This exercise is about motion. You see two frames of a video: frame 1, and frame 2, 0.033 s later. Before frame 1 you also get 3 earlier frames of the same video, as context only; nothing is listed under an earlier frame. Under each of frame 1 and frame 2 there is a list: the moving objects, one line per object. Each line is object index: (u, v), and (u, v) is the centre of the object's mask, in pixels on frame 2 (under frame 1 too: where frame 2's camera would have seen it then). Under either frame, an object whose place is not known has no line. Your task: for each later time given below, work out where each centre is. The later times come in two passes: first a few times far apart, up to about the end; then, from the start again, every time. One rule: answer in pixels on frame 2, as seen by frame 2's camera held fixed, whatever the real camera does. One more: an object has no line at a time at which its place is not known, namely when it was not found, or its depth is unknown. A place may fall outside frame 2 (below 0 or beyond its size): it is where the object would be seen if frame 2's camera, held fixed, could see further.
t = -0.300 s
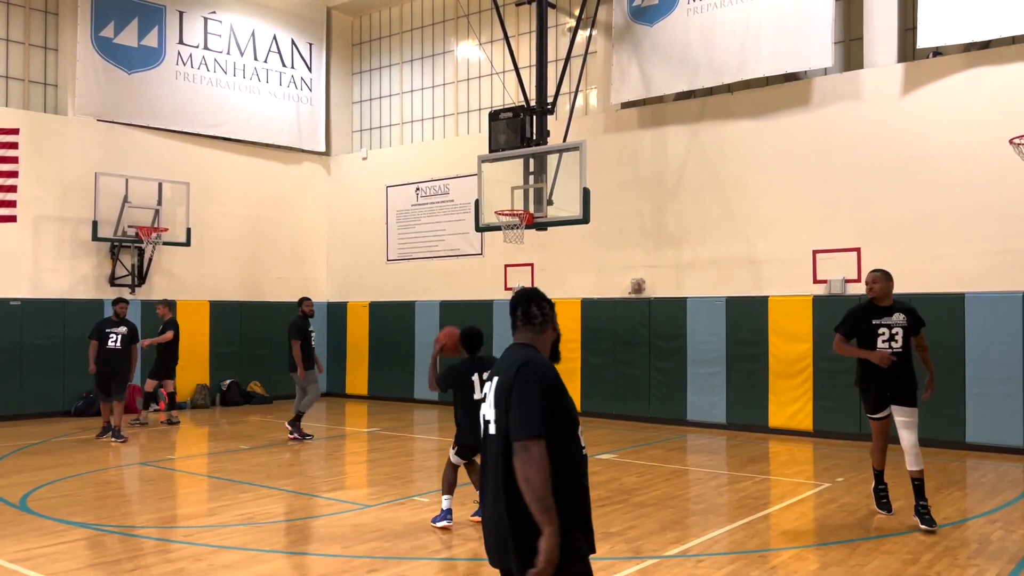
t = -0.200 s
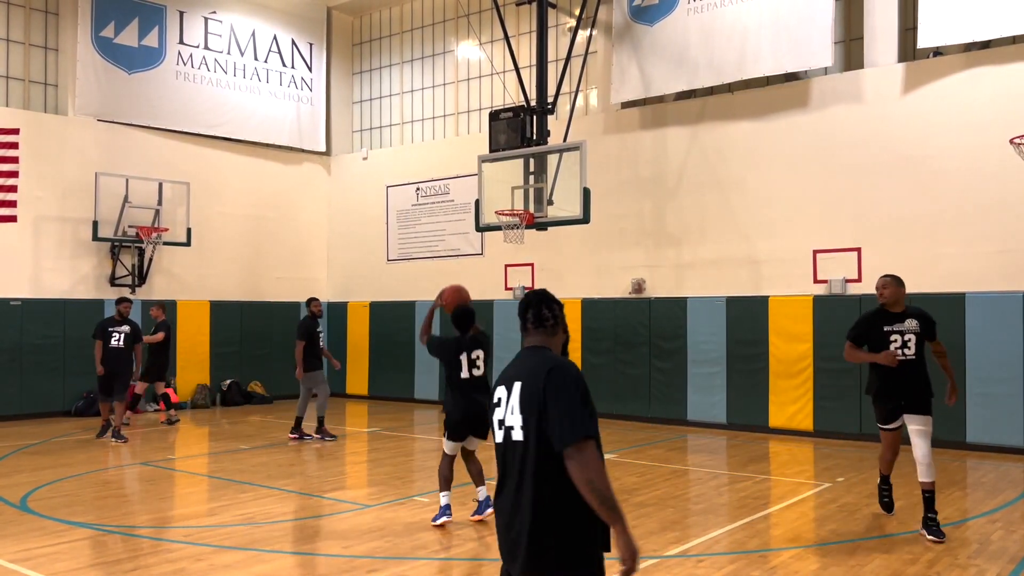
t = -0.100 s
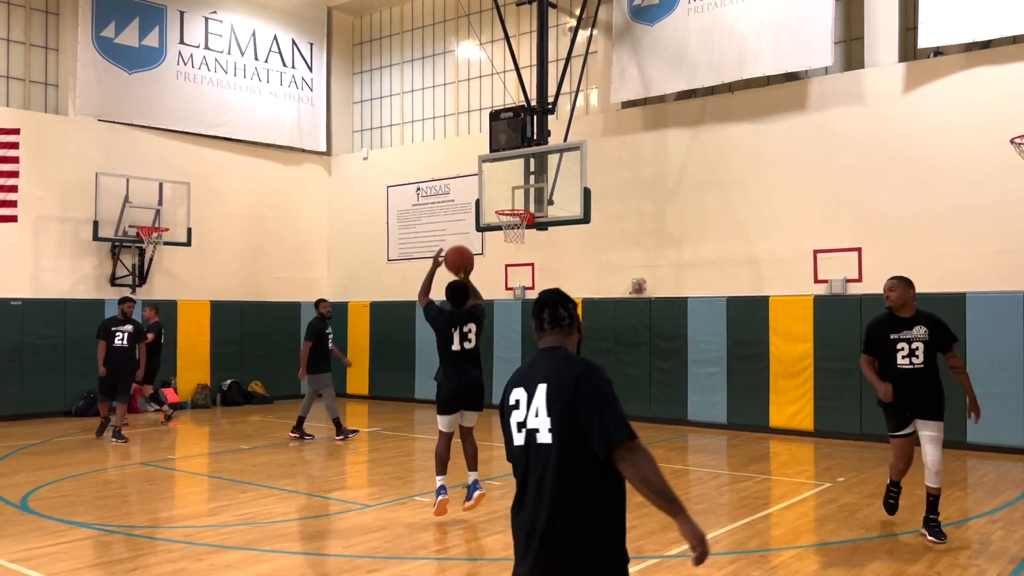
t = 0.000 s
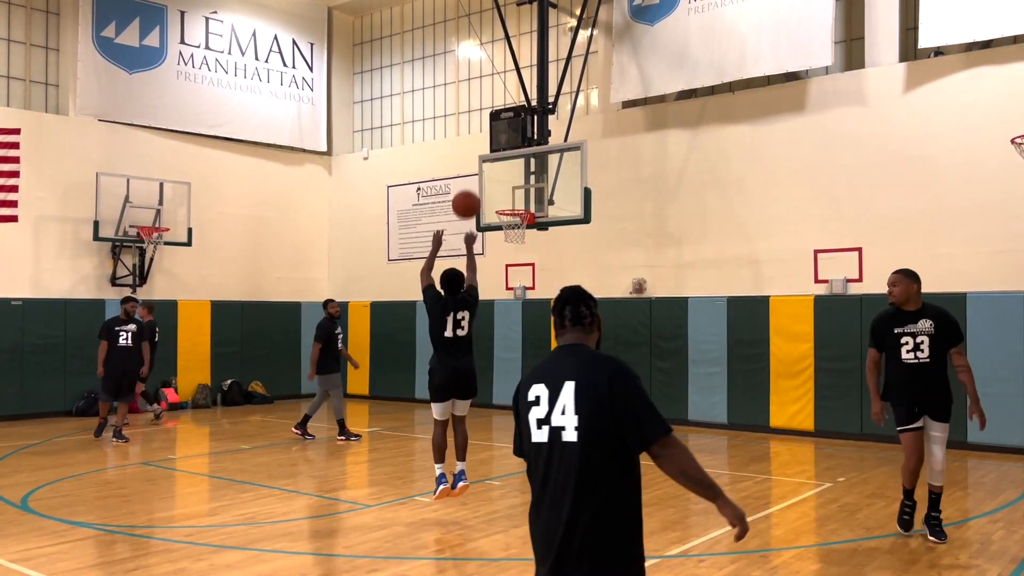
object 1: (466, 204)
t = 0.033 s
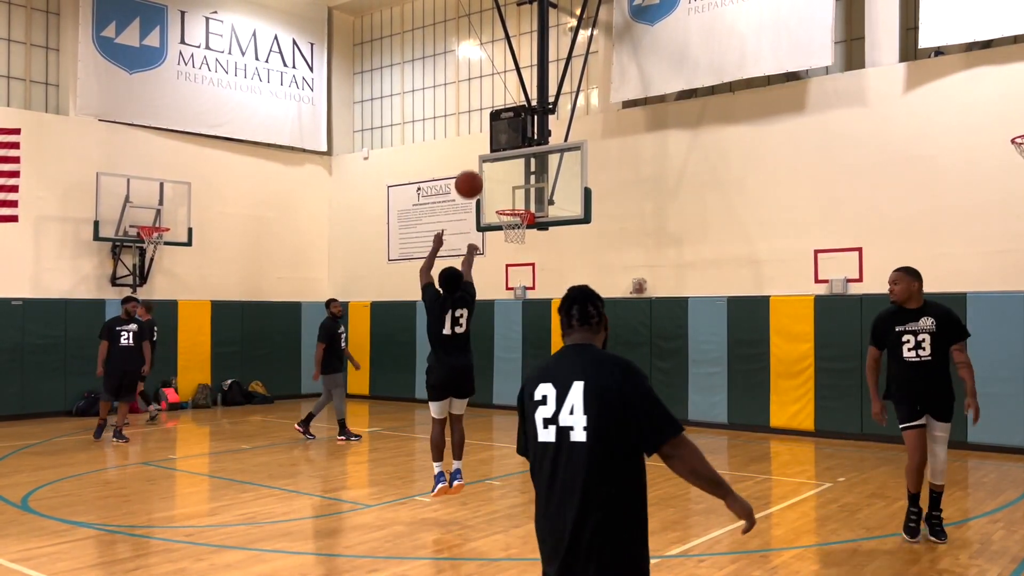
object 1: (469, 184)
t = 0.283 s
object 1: (485, 93)
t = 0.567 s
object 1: (500, 80)
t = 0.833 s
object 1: (511, 127)
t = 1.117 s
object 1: (518, 211)
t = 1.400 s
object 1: (501, 228)
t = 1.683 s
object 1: (520, 250)
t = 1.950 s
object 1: (538, 318)
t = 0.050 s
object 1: (470, 175)
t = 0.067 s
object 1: (471, 167)
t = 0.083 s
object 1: (472, 158)
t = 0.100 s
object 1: (473, 151)
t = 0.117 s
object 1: (475, 144)
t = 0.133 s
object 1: (476, 137)
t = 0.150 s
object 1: (477, 131)
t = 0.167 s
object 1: (478, 124)
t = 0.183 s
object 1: (479, 119)
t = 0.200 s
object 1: (480, 114)
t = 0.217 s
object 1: (481, 109)
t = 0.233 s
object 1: (482, 105)
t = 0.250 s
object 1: (483, 101)
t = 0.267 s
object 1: (484, 97)
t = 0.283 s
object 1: (485, 93)
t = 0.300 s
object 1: (486, 90)
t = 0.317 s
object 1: (487, 87)
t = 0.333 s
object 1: (488, 85)
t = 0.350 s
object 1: (489, 83)
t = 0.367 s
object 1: (490, 81)
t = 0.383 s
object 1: (491, 79)
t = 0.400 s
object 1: (492, 78)
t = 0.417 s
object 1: (493, 77)
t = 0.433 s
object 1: (494, 76)
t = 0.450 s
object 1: (494, 76)
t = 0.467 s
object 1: (495, 76)
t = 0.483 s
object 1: (496, 76)
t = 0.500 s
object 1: (497, 76)
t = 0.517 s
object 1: (498, 77)
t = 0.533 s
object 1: (499, 77)
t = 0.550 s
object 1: (499, 78)
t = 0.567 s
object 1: (500, 80)
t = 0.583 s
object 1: (501, 81)
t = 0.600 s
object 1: (501, 83)
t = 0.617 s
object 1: (502, 85)
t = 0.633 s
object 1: (503, 87)
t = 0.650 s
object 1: (504, 89)
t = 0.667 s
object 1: (504, 92)
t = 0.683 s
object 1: (505, 94)
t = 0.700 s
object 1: (506, 97)
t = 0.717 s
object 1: (507, 100)
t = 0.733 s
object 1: (507, 103)
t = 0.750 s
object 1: (508, 107)
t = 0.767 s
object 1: (509, 111)
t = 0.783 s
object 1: (509, 114)
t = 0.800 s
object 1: (510, 118)
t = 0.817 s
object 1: (510, 122)
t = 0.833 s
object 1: (511, 127)
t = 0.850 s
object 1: (512, 131)
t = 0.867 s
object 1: (513, 136)
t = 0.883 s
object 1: (513, 140)
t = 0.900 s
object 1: (514, 145)
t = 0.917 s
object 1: (514, 150)
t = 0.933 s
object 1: (515, 156)
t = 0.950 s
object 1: (515, 161)
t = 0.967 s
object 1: (516, 167)
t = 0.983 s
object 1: (516, 172)
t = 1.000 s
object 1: (517, 178)
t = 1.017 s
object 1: (517, 184)
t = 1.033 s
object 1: (518, 190)
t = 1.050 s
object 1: (518, 196)
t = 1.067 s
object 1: (518, 202)
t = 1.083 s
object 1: (519, 205)
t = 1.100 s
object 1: (518, 207)
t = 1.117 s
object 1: (518, 211)
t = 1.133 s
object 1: (517, 214)
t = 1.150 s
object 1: (515, 215)
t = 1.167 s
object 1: (512, 217)
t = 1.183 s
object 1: (511, 219)
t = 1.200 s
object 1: (510, 221)
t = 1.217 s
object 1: (508, 223)
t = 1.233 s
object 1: (506, 225)
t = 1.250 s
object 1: (505, 227)
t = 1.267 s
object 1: (503, 228)
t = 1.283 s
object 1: (502, 228)
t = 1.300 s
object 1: (501, 228)
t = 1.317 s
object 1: (501, 228)
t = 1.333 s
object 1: (500, 228)
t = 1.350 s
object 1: (500, 228)
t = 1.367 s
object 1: (500, 228)
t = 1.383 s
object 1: (501, 228)
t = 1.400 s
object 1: (501, 228)
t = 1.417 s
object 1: (502, 228)
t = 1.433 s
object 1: (503, 229)
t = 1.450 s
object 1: (504, 229)
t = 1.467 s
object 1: (505, 229)
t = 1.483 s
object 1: (506, 230)
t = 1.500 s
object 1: (508, 231)
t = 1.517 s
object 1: (509, 232)
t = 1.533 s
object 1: (510, 232)
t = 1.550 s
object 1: (511, 233)
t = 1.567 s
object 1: (512, 233)
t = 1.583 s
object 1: (513, 238)
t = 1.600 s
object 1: (514, 239)
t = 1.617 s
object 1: (515, 240)
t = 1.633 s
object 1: (516, 242)
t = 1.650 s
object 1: (518, 244)
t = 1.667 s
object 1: (519, 247)
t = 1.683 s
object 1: (520, 250)
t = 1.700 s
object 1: (521, 252)
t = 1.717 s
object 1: (522, 255)
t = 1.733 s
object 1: (523, 258)
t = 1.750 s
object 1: (524, 262)
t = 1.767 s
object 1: (526, 266)
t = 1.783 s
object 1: (527, 269)
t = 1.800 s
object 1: (528, 273)
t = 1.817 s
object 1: (529, 277)
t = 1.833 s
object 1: (530, 282)
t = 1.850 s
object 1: (531, 286)
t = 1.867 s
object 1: (533, 291)
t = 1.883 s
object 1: (533, 296)
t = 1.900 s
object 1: (535, 302)
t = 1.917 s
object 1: (536, 308)
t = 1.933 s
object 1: (536, 312)
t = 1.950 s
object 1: (538, 318)
